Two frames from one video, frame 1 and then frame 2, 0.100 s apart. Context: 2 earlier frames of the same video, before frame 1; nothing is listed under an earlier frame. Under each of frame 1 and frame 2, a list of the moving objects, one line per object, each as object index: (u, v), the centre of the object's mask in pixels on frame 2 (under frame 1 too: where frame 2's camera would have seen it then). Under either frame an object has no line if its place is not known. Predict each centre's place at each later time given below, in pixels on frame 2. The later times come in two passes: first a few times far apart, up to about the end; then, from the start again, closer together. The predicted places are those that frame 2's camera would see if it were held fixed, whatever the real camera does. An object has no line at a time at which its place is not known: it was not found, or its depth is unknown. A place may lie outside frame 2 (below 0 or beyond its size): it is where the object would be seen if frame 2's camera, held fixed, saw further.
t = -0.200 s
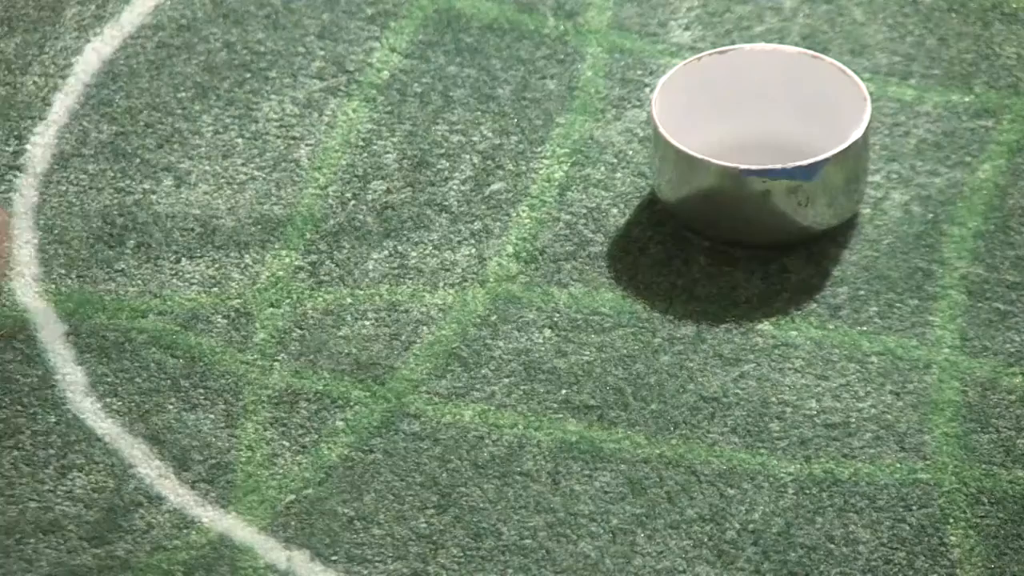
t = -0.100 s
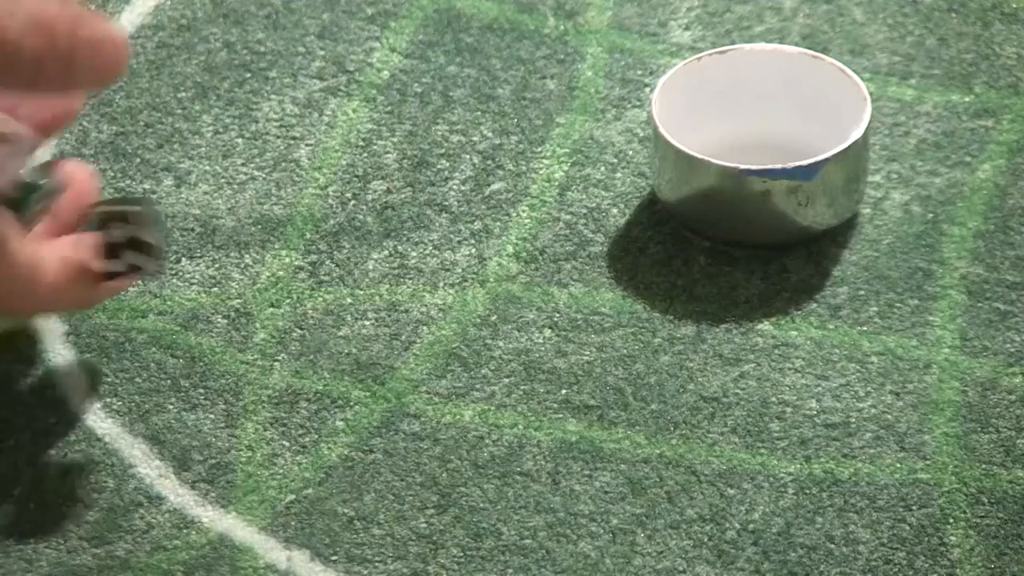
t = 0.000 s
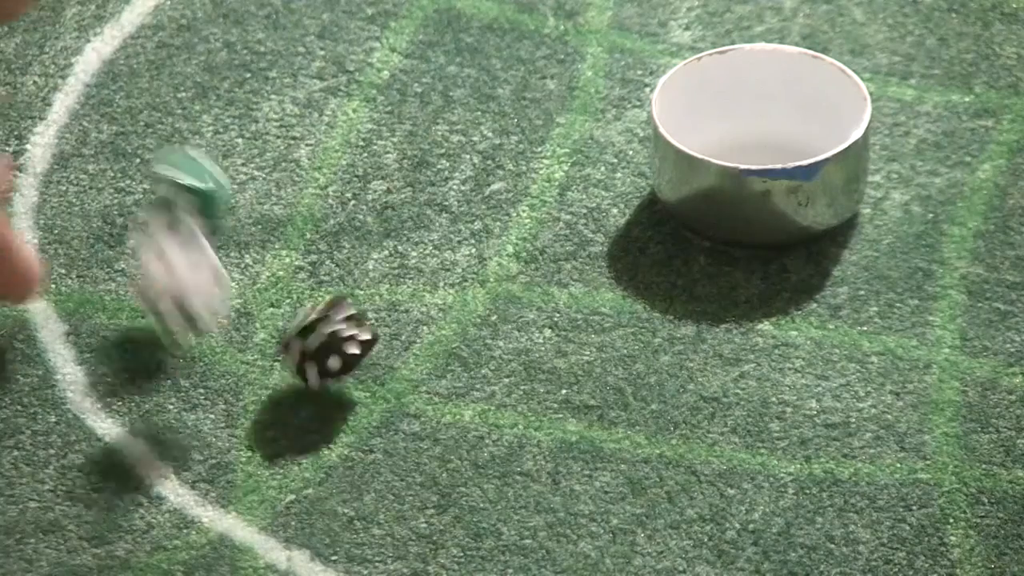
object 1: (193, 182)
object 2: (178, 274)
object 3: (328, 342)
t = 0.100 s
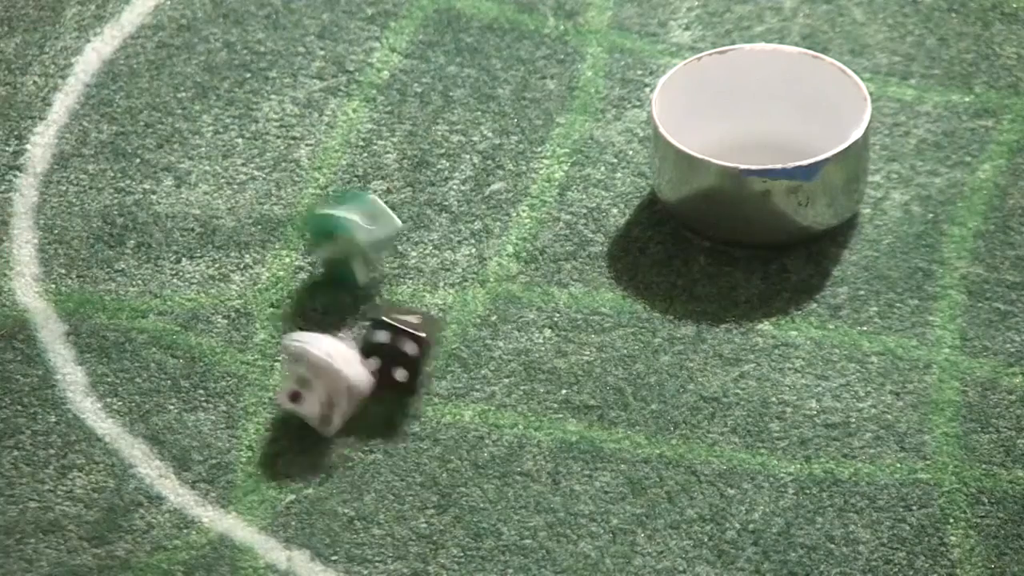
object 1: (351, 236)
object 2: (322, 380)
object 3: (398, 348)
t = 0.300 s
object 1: (492, 241)
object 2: (415, 455)
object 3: (455, 369)
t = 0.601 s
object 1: (493, 253)
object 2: (403, 481)
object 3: (453, 370)
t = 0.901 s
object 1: (493, 253)
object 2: (403, 481)
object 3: (453, 370)
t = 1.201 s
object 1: (493, 253)
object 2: (403, 481)
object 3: (453, 370)
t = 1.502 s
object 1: (493, 253)
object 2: (403, 481)
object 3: (453, 370)
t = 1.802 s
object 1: (493, 253)
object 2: (403, 481)
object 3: (453, 370)
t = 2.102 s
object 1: (493, 253)
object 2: (403, 481)
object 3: (453, 370)
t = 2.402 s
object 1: (493, 253)
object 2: (403, 481)
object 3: (453, 370)
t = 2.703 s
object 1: (493, 253)
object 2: (403, 481)
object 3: (453, 370)
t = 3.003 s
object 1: (493, 253)
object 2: (403, 481)
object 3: (453, 370)
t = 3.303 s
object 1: (493, 253)
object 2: (403, 480)
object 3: (453, 370)
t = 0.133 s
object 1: (390, 231)
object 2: (357, 393)
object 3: (428, 347)
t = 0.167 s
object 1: (418, 224)
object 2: (388, 410)
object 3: (449, 359)
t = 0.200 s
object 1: (444, 234)
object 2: (411, 424)
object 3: (458, 363)
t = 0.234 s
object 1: (465, 229)
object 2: (422, 432)
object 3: (458, 365)
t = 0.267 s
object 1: (479, 228)
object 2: (422, 438)
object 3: (458, 367)
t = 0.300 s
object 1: (492, 241)
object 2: (415, 455)
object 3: (455, 369)
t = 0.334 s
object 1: (495, 252)
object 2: (409, 473)
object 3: (452, 365)
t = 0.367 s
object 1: (492, 254)
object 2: (408, 481)
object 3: (453, 369)
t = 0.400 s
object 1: (493, 253)
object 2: (406, 481)
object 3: (453, 370)
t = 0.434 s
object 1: (493, 253)
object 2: (403, 478)
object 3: (453, 370)
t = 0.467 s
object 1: (493, 254)
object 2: (403, 481)
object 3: (453, 370)
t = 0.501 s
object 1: (493, 254)
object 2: (403, 481)
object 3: (453, 370)
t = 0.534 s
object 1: (493, 254)
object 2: (403, 481)
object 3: (453, 370)
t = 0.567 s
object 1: (493, 253)
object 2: (403, 481)
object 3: (453, 370)
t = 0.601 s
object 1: (493, 253)
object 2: (403, 481)
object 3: (453, 370)
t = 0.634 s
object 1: (493, 253)
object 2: (403, 481)
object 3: (453, 370)
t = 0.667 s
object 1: (493, 253)
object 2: (403, 481)
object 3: (453, 370)
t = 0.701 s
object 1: (493, 253)
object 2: (403, 481)
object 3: (453, 370)
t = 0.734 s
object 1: (493, 253)
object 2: (403, 481)
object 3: (453, 370)
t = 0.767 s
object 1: (493, 253)
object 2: (403, 481)
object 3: (453, 370)
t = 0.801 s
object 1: (493, 253)
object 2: (403, 481)
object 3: (453, 370)
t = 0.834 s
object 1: (493, 253)
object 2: (403, 481)
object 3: (453, 370)
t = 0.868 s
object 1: (493, 253)
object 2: (403, 481)
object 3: (453, 370)
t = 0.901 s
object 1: (493, 253)
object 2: (403, 481)
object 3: (453, 370)
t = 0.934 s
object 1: (493, 253)
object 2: (403, 481)
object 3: (453, 370)
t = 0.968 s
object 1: (493, 253)
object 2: (403, 481)
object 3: (453, 370)
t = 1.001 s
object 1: (493, 253)
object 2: (403, 481)
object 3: (453, 370)
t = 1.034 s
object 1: (493, 253)
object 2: (403, 481)
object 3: (453, 370)
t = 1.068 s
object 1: (493, 253)
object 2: (403, 481)
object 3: (453, 370)
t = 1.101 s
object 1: (493, 253)
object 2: (403, 481)
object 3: (453, 370)
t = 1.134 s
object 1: (493, 253)
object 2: (403, 481)
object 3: (453, 370)
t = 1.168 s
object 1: (493, 253)
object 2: (403, 481)
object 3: (453, 370)
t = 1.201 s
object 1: (493, 253)
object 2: (403, 481)
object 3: (453, 370)
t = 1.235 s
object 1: (493, 253)
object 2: (403, 481)
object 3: (453, 370)
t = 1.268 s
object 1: (493, 253)
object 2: (403, 481)
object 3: (453, 370)
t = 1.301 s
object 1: (493, 253)
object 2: (403, 481)
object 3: (453, 370)
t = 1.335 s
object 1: (493, 253)
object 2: (403, 481)
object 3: (453, 370)
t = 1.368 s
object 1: (493, 253)
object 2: (403, 481)
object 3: (453, 370)
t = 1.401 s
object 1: (493, 253)
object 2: (403, 481)
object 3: (453, 370)
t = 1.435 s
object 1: (493, 253)
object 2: (403, 481)
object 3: (453, 370)
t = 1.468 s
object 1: (493, 253)
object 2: (403, 481)
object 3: (453, 370)
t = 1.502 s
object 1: (493, 253)
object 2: (403, 481)
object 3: (453, 370)
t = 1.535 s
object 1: (493, 253)
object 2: (403, 481)
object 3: (453, 370)
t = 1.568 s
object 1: (493, 253)
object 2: (403, 481)
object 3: (453, 370)
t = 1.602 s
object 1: (493, 253)
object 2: (403, 481)
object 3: (453, 370)
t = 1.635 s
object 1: (493, 253)
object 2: (403, 481)
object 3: (453, 370)
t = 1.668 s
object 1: (493, 253)
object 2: (403, 481)
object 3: (453, 370)
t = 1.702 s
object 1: (493, 253)
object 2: (403, 481)
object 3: (453, 370)
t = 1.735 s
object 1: (493, 253)
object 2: (403, 481)
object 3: (453, 370)
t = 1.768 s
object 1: (493, 253)
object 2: (403, 481)
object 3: (453, 370)
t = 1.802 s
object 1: (493, 253)
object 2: (403, 481)
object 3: (453, 370)
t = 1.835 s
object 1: (493, 253)
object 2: (403, 481)
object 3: (453, 370)
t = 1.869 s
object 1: (493, 253)
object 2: (403, 481)
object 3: (453, 370)
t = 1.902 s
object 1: (493, 253)
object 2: (403, 481)
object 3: (453, 370)
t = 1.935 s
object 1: (493, 253)
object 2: (403, 481)
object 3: (453, 370)
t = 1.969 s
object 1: (493, 253)
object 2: (403, 481)
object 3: (453, 370)
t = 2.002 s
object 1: (493, 253)
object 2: (403, 481)
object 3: (453, 370)
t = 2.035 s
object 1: (493, 253)
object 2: (403, 481)
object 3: (453, 370)
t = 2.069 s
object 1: (493, 253)
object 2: (403, 481)
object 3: (453, 370)
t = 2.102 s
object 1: (493, 253)
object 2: (403, 481)
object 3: (453, 370)
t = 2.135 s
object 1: (493, 253)
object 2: (403, 481)
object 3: (453, 370)
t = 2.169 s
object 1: (493, 253)
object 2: (403, 481)
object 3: (453, 370)
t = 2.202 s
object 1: (493, 253)
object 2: (403, 481)
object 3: (453, 370)
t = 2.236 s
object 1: (493, 253)
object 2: (403, 481)
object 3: (453, 370)
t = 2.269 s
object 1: (493, 253)
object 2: (403, 481)
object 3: (453, 370)
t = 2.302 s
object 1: (493, 253)
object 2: (403, 481)
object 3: (453, 370)
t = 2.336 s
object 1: (493, 253)
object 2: (403, 481)
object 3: (453, 370)
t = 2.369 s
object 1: (493, 253)
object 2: (403, 481)
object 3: (453, 370)
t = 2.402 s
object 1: (493, 253)
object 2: (403, 481)
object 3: (453, 370)
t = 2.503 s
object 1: (493, 253)
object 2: (403, 481)
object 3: (453, 370)
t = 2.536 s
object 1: (493, 253)
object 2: (403, 481)
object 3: (453, 370)
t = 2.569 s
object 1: (493, 253)
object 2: (403, 481)
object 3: (453, 370)
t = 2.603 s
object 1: (493, 253)
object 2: (403, 481)
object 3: (453, 370)
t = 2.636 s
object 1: (493, 253)
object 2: (403, 481)
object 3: (453, 370)
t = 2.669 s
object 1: (493, 253)
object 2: (403, 481)
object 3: (453, 370)
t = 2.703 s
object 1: (493, 253)
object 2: (403, 481)
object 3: (453, 370)
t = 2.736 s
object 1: (493, 253)
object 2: (403, 481)
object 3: (453, 370)
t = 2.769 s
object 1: (493, 253)
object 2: (403, 481)
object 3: (453, 370)
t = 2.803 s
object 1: (493, 253)
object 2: (403, 480)
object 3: (453, 370)
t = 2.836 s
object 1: (493, 253)
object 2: (403, 481)
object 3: (453, 370)
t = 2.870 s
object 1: (493, 253)
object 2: (403, 481)
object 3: (453, 370)
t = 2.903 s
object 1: (493, 253)
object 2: (403, 481)
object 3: (453, 370)
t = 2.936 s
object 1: (493, 253)
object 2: (403, 480)
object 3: (453, 370)
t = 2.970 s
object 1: (493, 253)
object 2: (403, 480)
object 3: (453, 370)
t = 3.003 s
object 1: (493, 253)
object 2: (403, 481)
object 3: (453, 370)
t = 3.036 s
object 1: (493, 253)
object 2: (403, 481)
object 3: (453, 370)
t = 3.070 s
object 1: (493, 253)
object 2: (403, 480)
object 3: (453, 370)
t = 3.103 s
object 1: (493, 253)
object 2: (403, 480)
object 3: (453, 370)
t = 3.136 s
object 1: (493, 253)
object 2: (403, 481)
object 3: (453, 370)
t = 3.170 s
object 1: (493, 253)
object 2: (403, 481)
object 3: (453, 370)
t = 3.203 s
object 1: (493, 253)
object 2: (403, 481)
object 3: (453, 370)
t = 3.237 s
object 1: (493, 253)
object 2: (403, 481)
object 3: (453, 370)
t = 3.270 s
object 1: (493, 253)
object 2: (403, 481)
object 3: (453, 370)
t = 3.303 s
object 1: (493, 253)
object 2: (403, 480)
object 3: (453, 370)
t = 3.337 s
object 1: (493, 253)
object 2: (403, 481)
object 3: (453, 370)
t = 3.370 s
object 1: (493, 253)
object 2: (403, 481)
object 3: (453, 370)
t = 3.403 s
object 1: (493, 253)
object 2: (403, 481)
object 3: (453, 370)
